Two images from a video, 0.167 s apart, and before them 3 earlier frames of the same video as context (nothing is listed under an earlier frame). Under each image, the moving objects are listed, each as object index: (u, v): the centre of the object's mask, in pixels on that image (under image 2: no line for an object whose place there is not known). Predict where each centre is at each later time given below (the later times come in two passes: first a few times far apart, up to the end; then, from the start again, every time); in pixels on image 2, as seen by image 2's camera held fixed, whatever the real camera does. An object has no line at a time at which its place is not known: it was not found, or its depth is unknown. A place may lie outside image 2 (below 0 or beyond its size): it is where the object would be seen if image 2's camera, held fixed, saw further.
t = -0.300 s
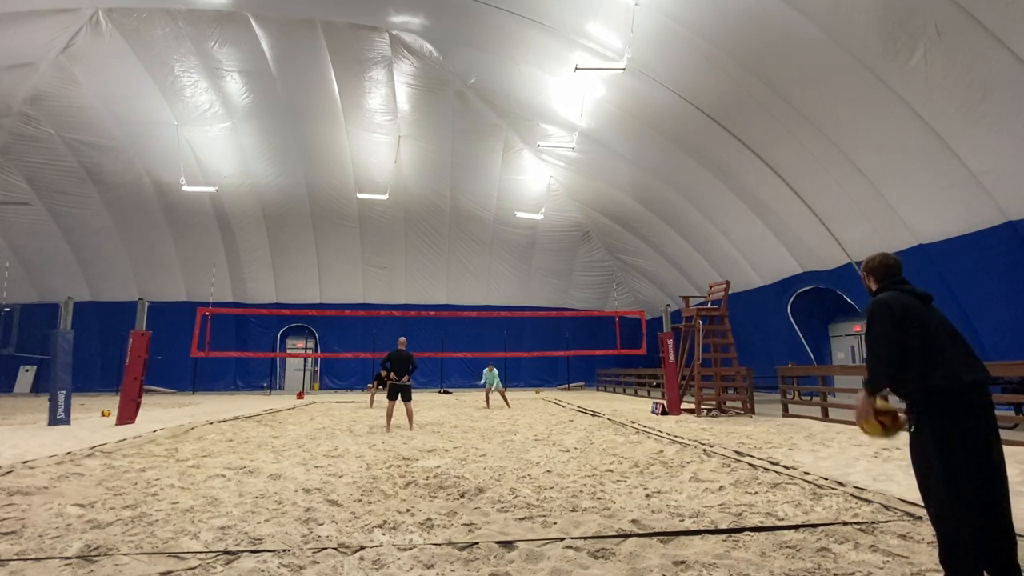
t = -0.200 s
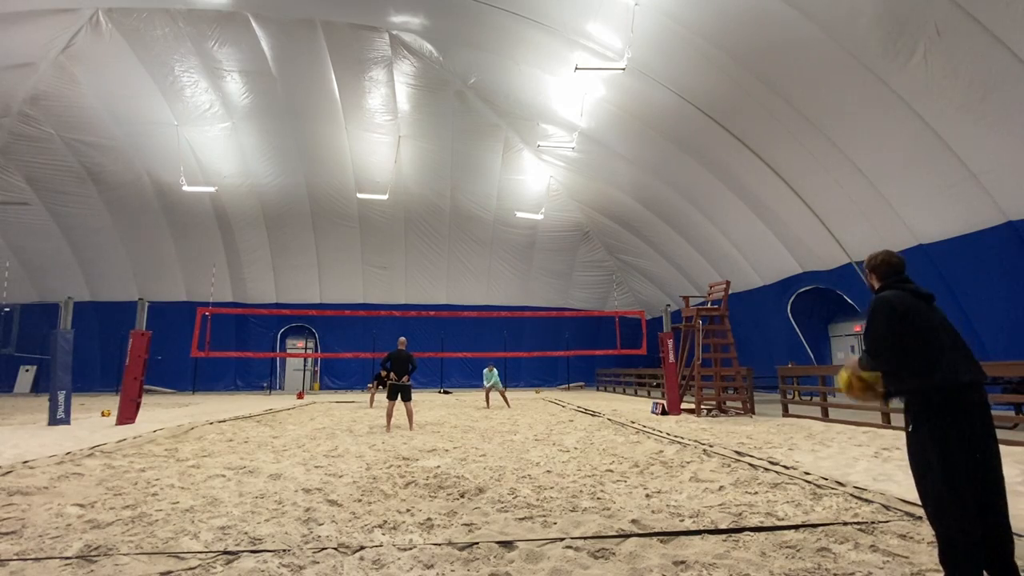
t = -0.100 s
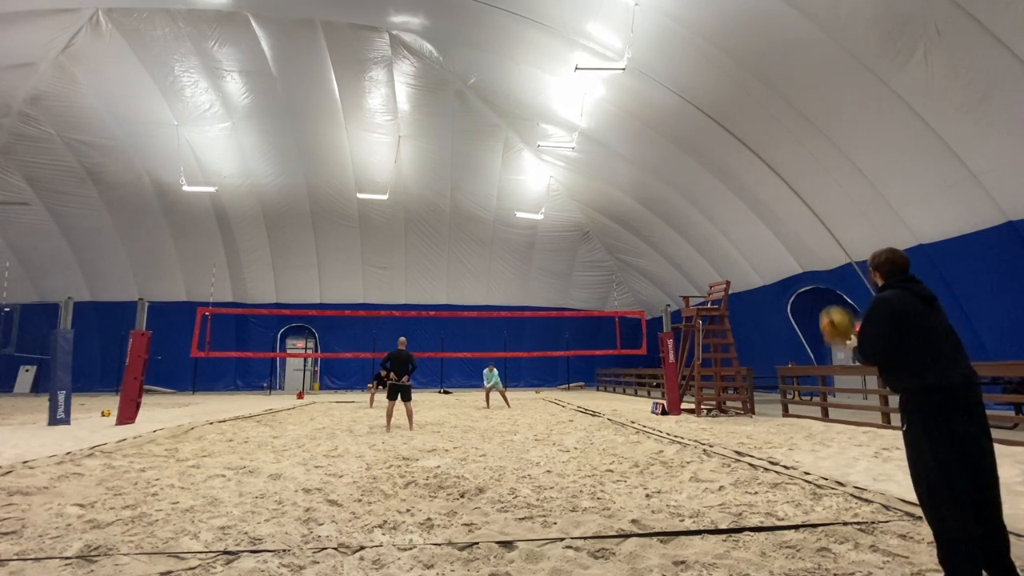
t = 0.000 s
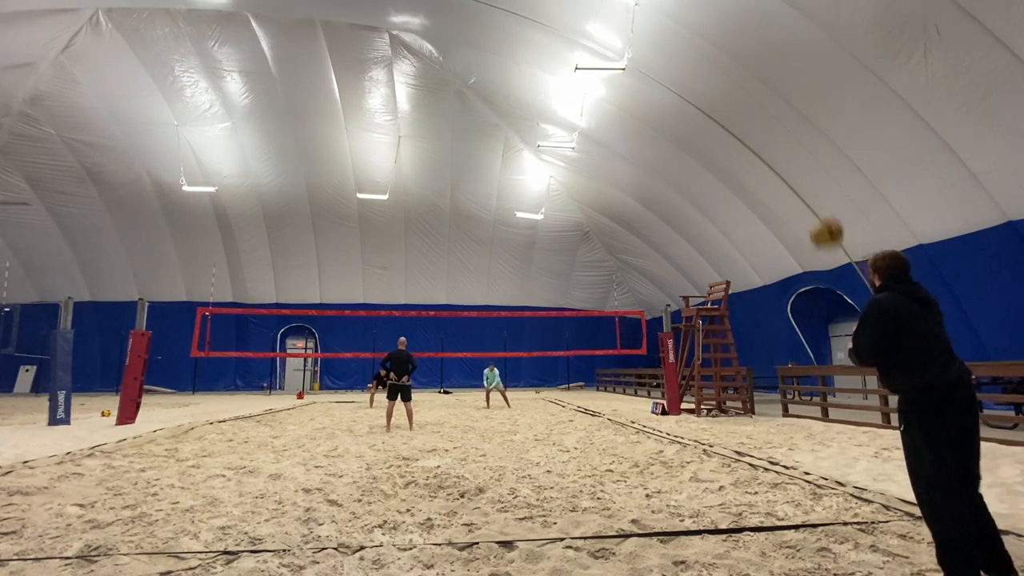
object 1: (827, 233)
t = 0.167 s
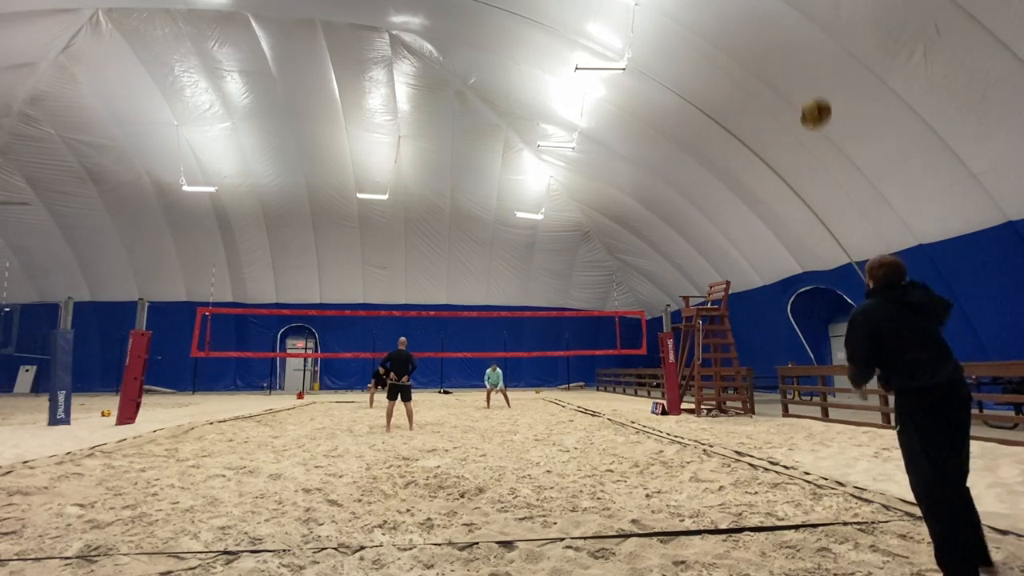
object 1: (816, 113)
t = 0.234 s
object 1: (812, 78)
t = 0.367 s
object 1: (806, 26)
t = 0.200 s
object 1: (814, 94)
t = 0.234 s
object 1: (812, 78)
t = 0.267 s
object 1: (810, 64)
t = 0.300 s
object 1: (808, 50)
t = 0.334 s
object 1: (807, 37)
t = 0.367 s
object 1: (806, 26)
